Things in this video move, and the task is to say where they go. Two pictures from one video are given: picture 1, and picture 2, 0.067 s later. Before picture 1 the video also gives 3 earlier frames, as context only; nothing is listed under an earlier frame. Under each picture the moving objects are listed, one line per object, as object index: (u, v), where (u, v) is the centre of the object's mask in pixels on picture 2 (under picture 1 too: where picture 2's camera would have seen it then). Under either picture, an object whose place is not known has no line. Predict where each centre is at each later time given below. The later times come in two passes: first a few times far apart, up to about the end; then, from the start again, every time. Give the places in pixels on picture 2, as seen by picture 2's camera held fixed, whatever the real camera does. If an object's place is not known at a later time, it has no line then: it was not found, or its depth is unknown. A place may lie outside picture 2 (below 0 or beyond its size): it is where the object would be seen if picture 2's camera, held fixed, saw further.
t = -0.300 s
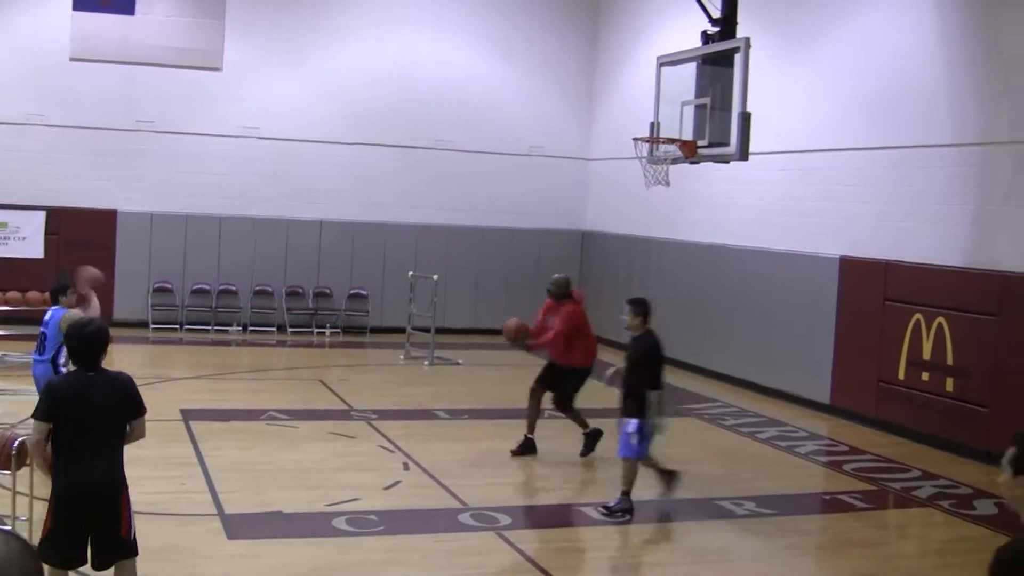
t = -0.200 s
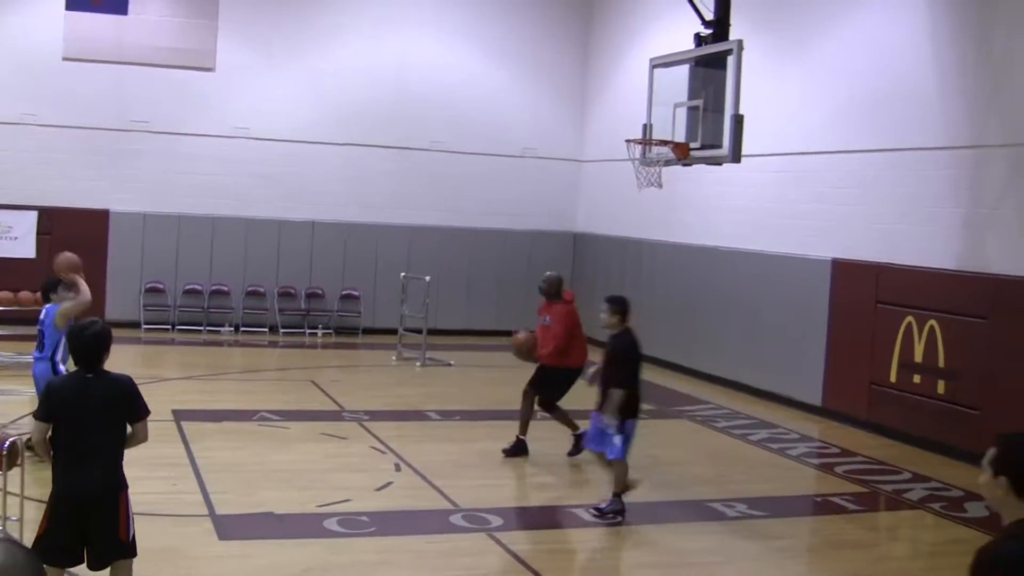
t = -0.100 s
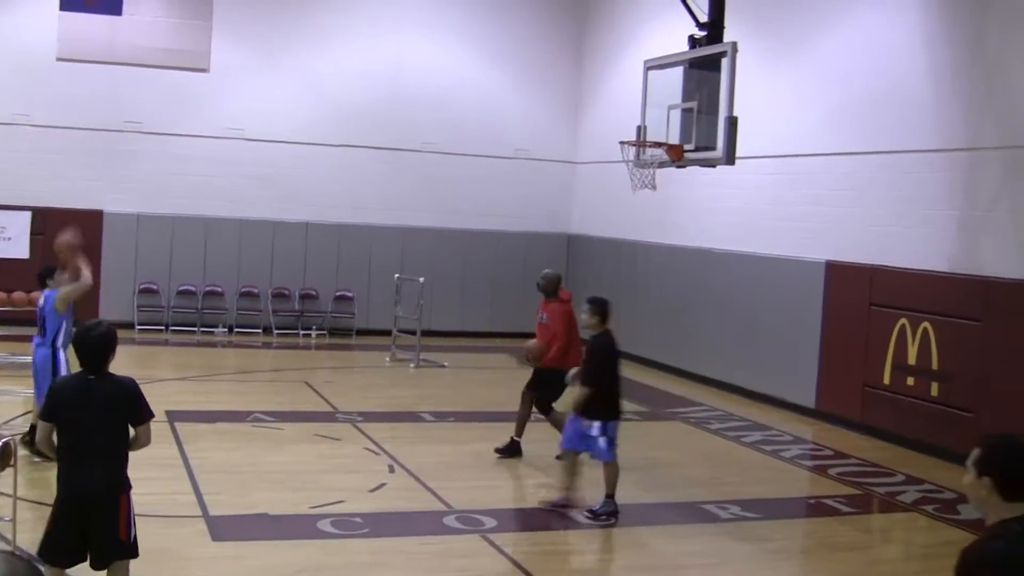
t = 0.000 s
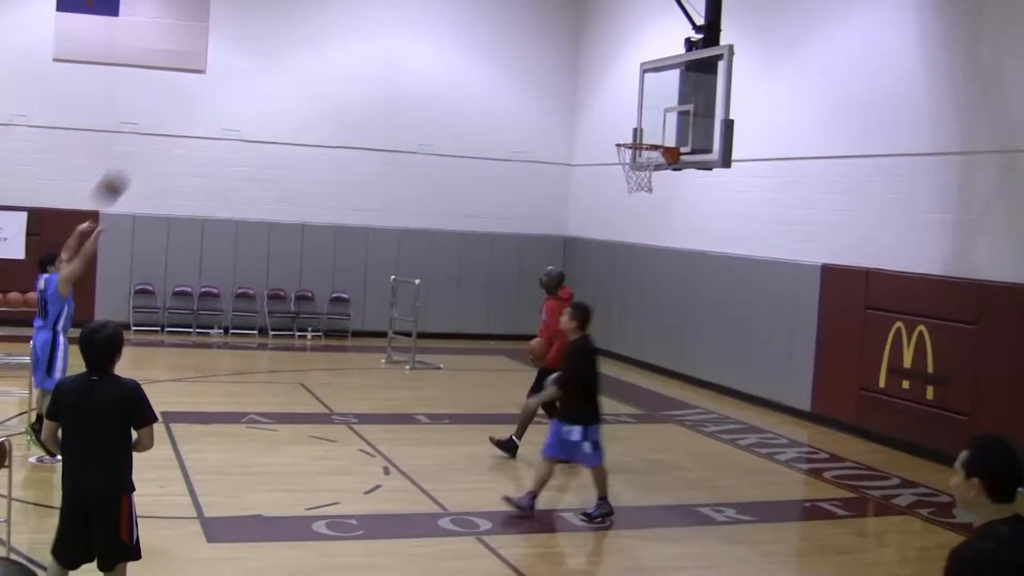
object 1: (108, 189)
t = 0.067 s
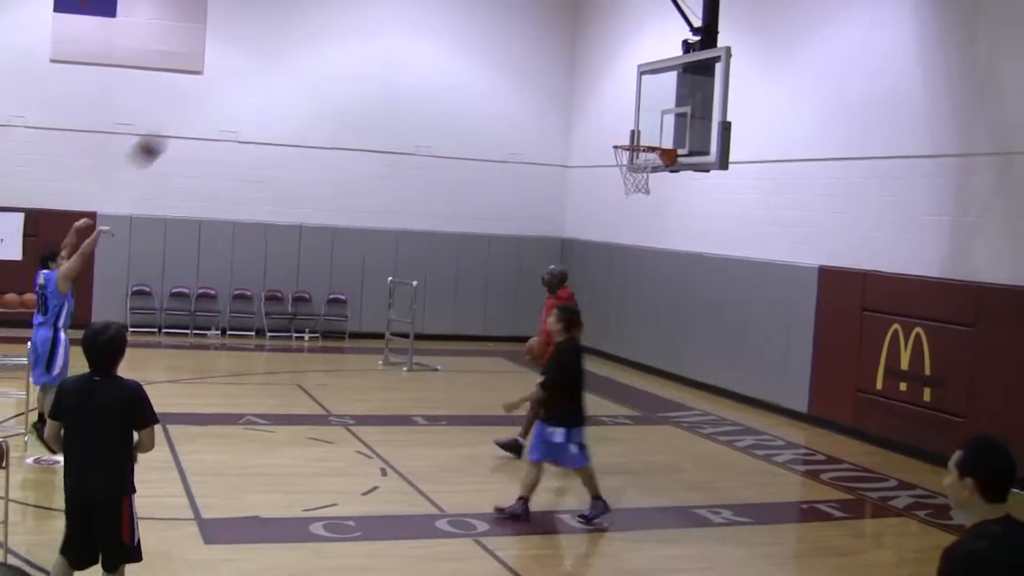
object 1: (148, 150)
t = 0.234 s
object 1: (245, 74)
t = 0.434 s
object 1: (353, 29)
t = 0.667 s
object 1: (468, 33)
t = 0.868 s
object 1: (558, 80)
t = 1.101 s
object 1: (641, 137)
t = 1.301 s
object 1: (657, 110)
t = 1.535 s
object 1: (637, 112)
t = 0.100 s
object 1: (168, 131)
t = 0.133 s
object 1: (188, 114)
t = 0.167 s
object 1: (207, 100)
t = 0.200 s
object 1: (226, 86)
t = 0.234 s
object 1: (245, 74)
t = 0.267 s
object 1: (263, 63)
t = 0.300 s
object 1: (281, 54)
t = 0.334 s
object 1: (299, 46)
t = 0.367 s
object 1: (317, 39)
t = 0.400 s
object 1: (335, 34)
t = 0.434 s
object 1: (353, 29)
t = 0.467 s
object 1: (371, 26)
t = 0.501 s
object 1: (387, 25)
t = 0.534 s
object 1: (404, 24)
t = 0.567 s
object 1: (420, 25)
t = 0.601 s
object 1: (436, 26)
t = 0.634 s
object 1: (452, 29)
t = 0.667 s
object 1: (468, 33)
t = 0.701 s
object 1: (483, 38)
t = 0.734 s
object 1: (500, 45)
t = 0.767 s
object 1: (515, 52)
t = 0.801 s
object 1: (529, 60)
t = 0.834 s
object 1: (544, 69)
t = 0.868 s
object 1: (558, 80)
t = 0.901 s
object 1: (572, 92)
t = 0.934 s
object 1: (587, 106)
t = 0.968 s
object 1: (601, 120)
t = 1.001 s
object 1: (613, 133)
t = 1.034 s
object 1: (624, 134)
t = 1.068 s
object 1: (633, 134)
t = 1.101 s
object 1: (641, 137)
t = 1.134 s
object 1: (652, 138)
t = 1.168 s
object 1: (658, 132)
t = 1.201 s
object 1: (662, 126)
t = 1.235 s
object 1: (662, 120)
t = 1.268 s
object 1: (660, 115)
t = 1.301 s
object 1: (657, 110)
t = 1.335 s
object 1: (655, 107)
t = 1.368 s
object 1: (652, 105)
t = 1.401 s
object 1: (649, 104)
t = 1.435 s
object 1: (646, 105)
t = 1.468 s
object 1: (643, 106)
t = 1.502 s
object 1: (640, 108)
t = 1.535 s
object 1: (637, 112)
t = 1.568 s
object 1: (634, 116)
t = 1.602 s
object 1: (631, 122)
